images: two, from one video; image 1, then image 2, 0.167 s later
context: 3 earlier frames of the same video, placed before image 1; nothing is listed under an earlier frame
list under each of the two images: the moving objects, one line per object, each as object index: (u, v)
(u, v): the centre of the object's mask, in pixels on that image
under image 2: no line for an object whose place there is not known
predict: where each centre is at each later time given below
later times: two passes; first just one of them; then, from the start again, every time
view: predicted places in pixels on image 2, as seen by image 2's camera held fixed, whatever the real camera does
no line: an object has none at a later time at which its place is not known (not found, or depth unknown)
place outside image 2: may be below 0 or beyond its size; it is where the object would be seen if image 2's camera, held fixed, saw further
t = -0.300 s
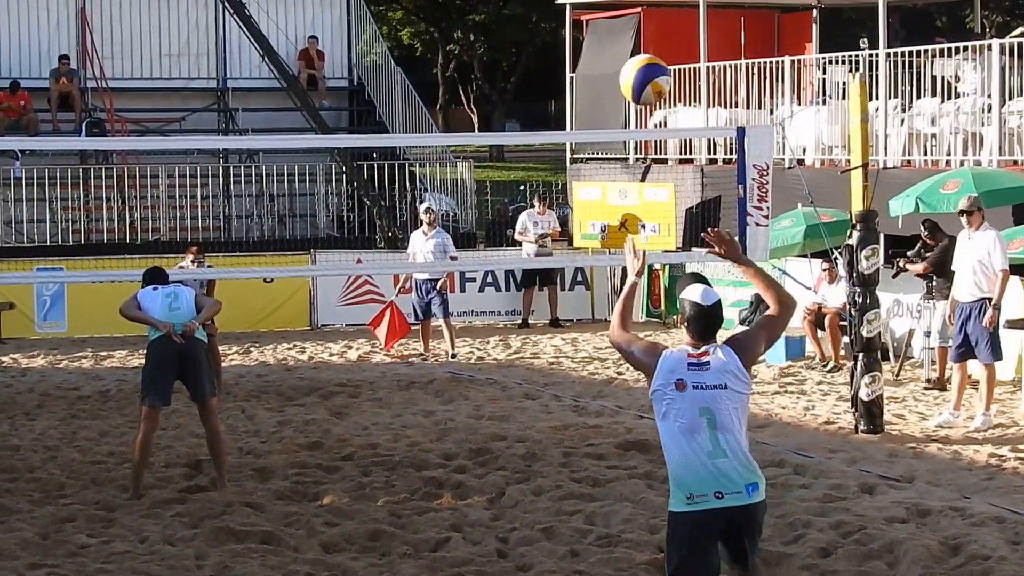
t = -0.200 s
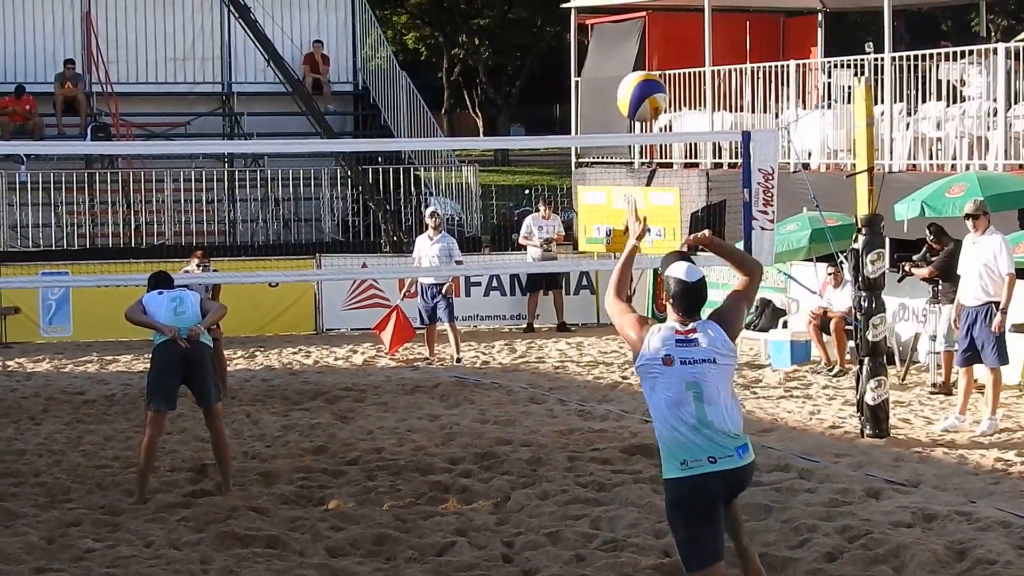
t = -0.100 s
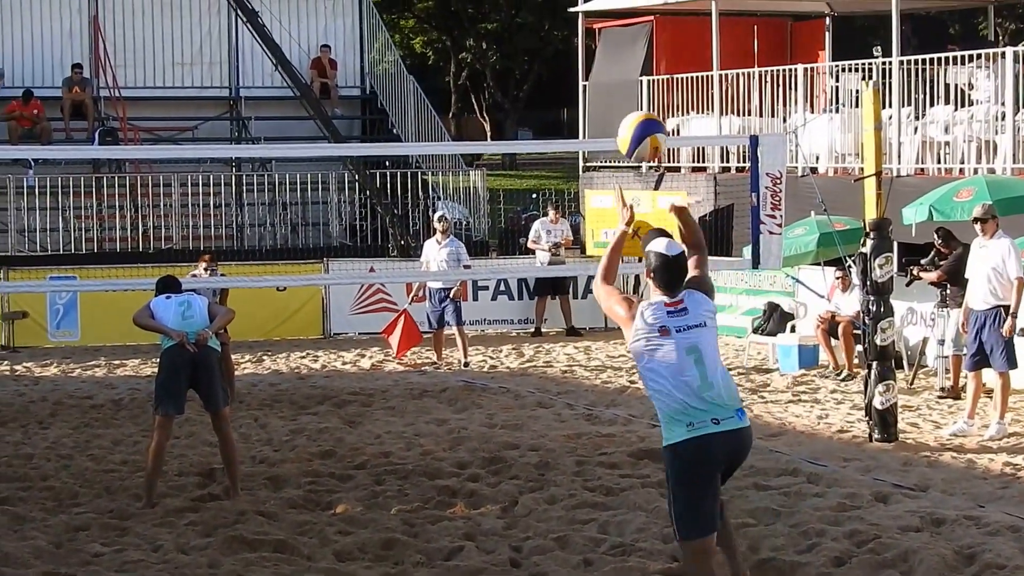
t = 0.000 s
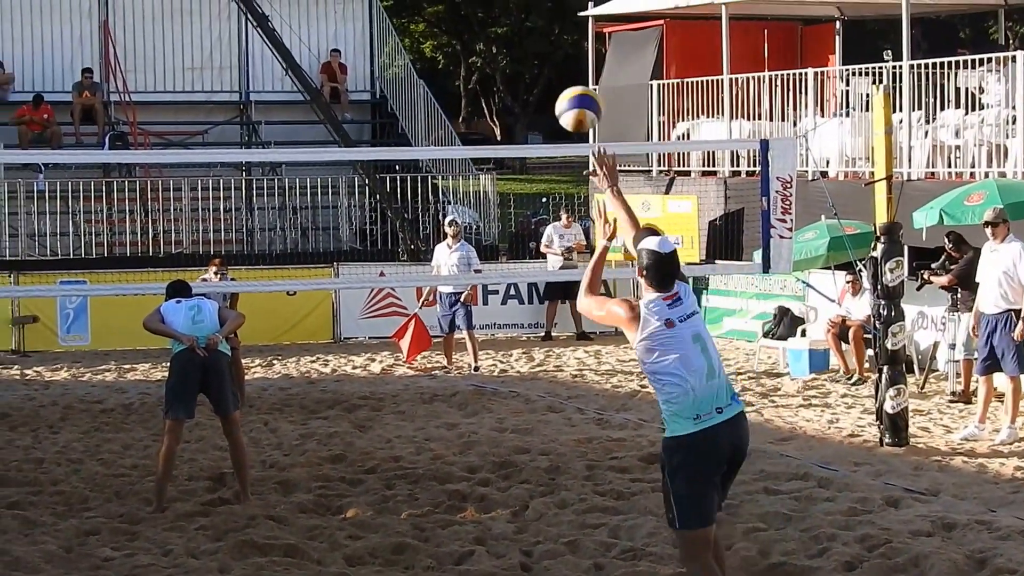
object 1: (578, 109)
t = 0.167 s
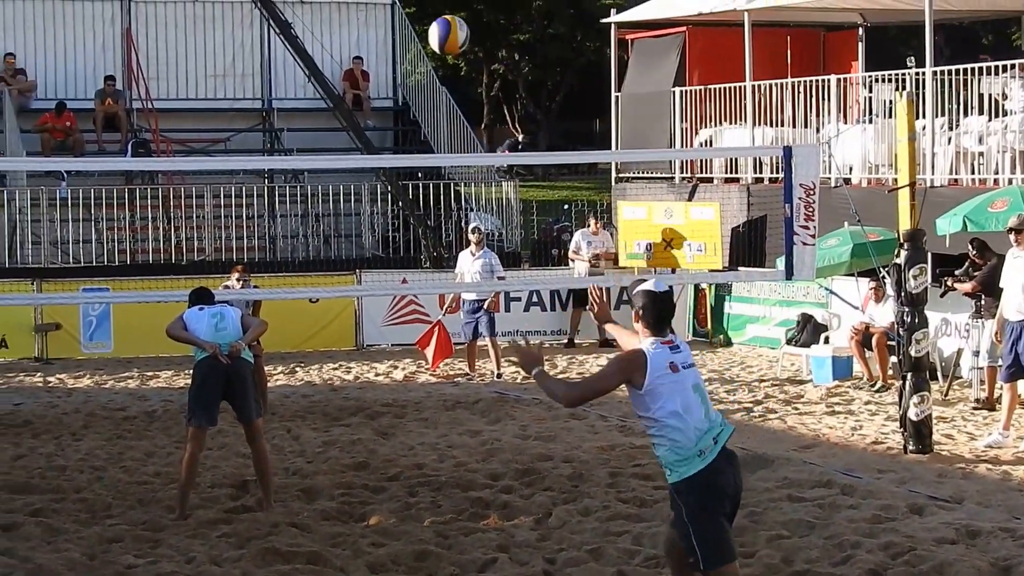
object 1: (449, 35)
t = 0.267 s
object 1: (379, 19)
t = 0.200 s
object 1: (425, 27)
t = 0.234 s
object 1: (401, 22)
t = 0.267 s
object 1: (379, 19)
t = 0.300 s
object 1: (359, 17)
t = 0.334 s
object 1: (340, 16)
